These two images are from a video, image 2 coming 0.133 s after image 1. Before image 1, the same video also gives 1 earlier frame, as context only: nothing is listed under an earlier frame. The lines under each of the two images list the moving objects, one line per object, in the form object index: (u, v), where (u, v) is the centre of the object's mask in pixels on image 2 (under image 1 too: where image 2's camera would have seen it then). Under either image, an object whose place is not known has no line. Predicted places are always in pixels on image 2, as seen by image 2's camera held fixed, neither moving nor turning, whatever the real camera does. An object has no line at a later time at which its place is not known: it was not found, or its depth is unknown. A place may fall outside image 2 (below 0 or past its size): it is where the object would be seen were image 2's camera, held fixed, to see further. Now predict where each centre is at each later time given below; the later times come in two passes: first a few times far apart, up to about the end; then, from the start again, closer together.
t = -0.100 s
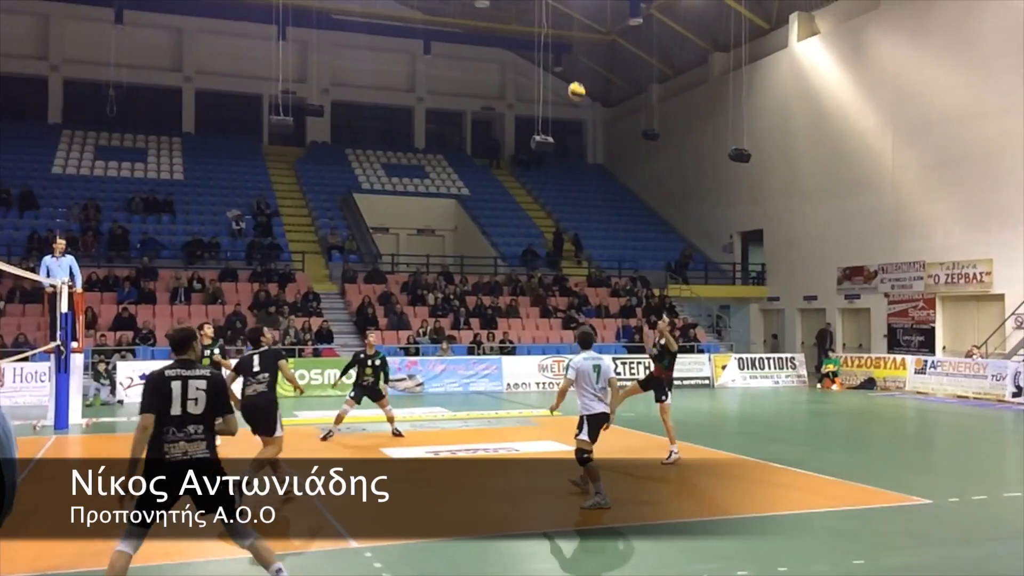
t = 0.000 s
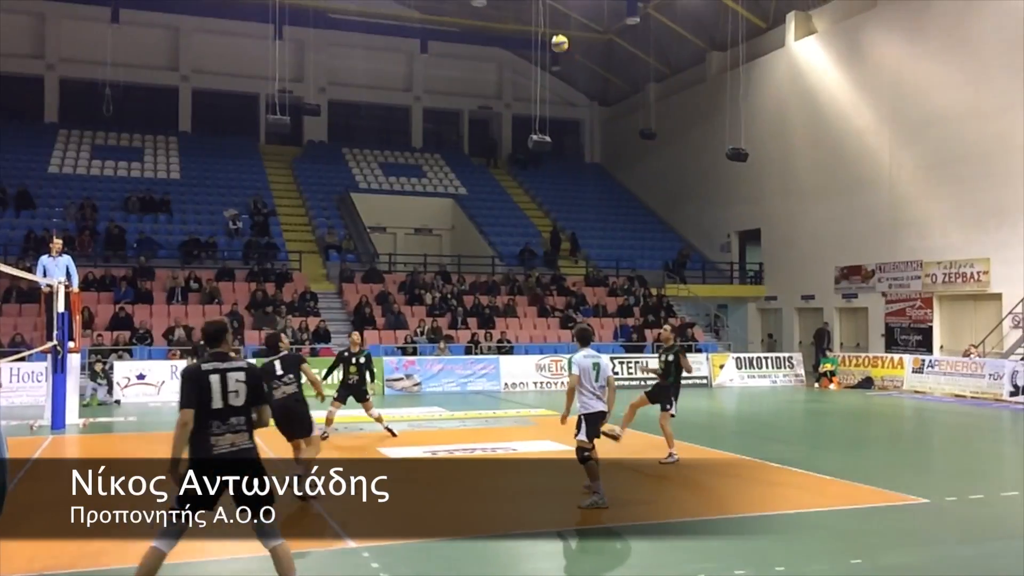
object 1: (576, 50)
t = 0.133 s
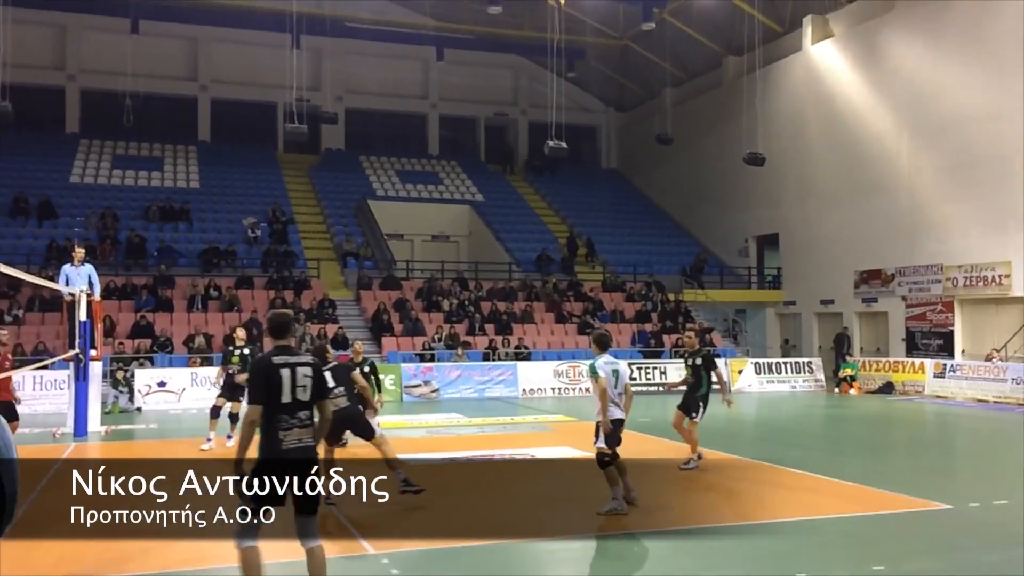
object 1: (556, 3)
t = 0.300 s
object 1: (538, -45)
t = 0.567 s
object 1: (501, -76)
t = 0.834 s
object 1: (466, -52)
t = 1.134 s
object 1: (423, 43)
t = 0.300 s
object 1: (538, -45)
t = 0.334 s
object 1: (532, -52)
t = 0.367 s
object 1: (527, -59)
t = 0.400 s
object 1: (523, -63)
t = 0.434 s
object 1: (519, -67)
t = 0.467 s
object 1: (514, -70)
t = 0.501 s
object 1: (510, -72)
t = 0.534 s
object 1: (506, -74)
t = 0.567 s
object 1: (501, -76)
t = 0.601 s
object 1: (497, -75)
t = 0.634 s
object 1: (492, -75)
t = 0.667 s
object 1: (488, -73)
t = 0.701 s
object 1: (483, -70)
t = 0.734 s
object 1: (479, -67)
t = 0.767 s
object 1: (475, -63)
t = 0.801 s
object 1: (470, -58)
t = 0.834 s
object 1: (466, -52)
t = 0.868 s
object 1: (461, -45)
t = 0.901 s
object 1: (456, -37)
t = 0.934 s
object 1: (452, -29)
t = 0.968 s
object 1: (446, -18)
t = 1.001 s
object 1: (442, -8)
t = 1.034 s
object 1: (437, 5)
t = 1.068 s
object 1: (432, 17)
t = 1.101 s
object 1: (428, 29)
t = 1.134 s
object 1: (423, 43)
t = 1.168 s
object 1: (418, 57)
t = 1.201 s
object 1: (413, 72)
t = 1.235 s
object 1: (409, 88)
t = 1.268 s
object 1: (404, 106)
